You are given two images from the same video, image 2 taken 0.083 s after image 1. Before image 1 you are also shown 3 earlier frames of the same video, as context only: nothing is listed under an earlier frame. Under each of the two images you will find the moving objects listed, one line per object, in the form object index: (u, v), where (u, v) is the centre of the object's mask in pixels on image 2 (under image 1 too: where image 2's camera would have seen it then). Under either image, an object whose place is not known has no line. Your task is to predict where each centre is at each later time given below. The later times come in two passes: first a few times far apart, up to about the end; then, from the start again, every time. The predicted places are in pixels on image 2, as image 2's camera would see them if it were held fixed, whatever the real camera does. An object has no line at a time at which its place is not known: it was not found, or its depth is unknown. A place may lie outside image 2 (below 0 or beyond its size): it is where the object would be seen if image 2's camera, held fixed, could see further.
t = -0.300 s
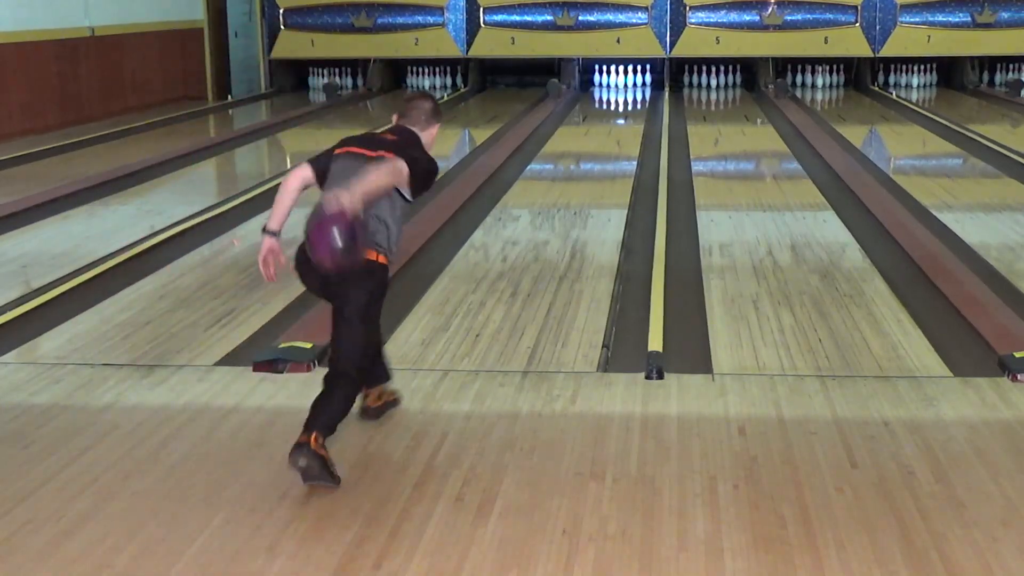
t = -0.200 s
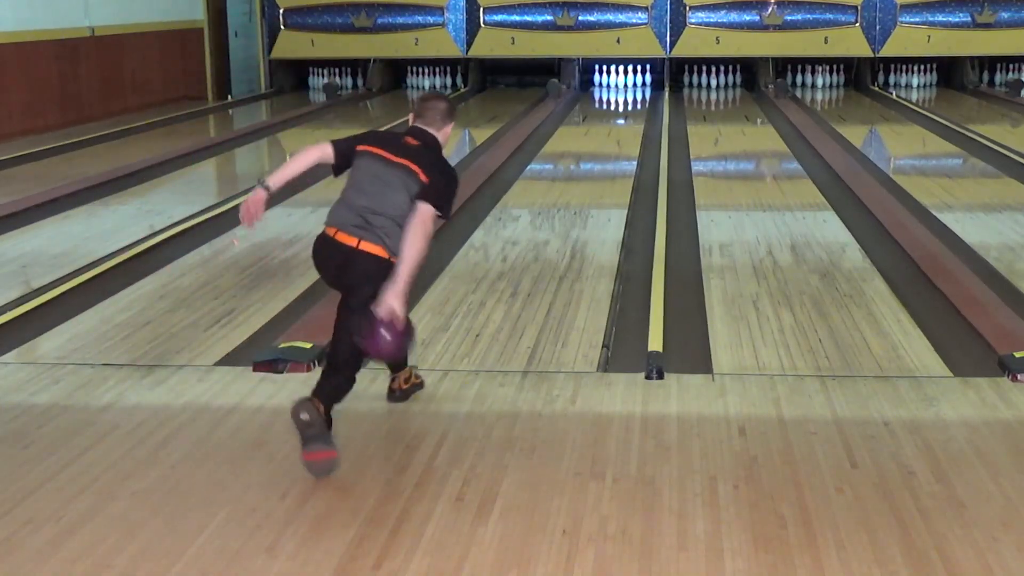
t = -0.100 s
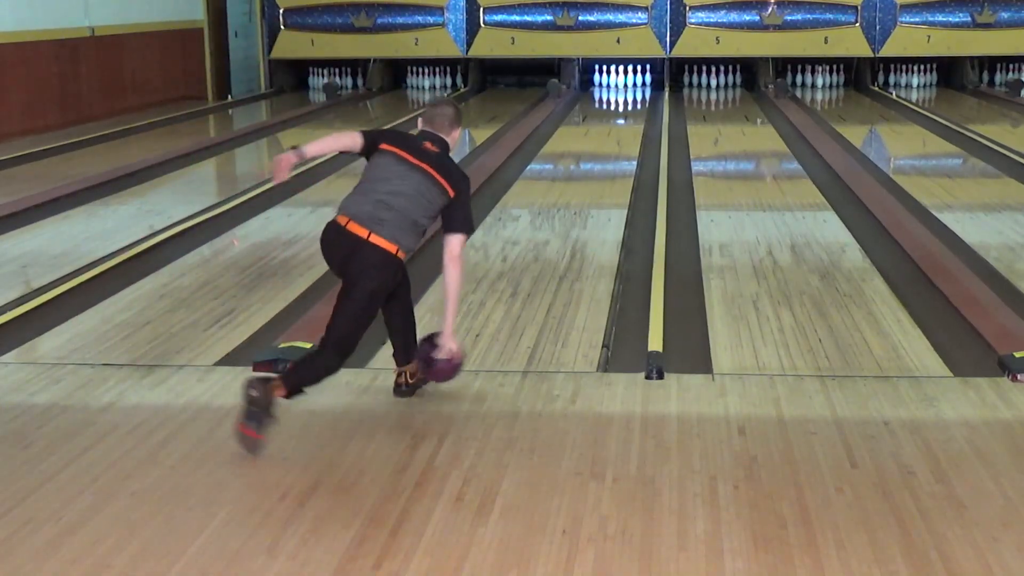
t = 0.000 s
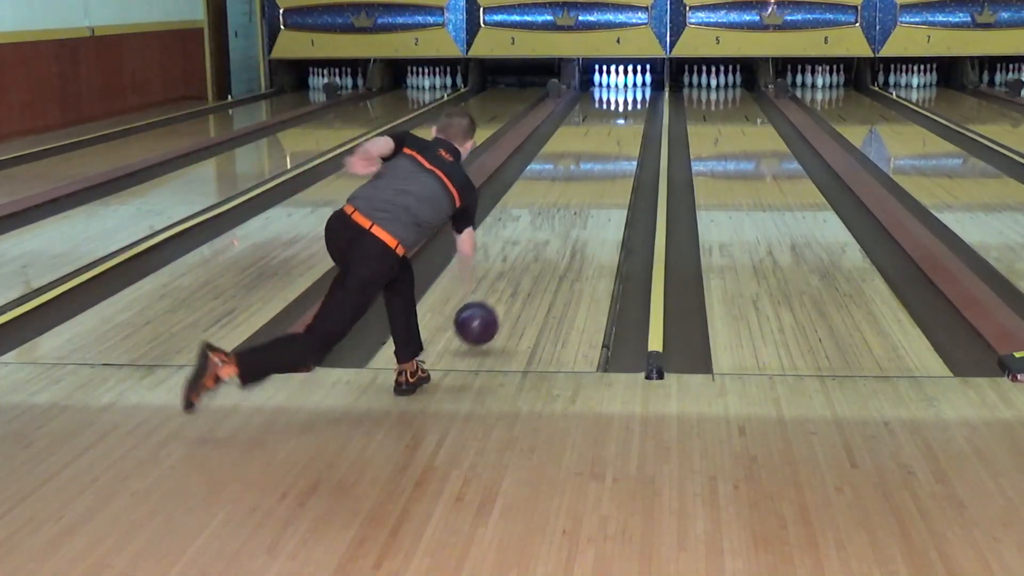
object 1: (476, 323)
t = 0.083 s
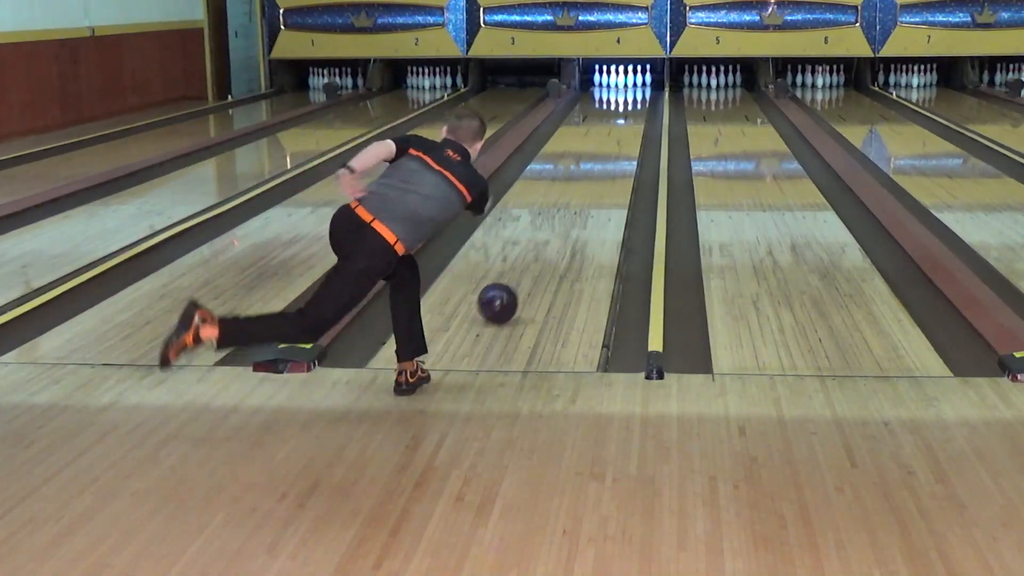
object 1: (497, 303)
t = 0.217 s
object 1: (525, 265)
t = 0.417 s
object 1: (556, 223)
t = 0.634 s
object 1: (581, 192)
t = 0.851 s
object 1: (596, 166)
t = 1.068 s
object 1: (609, 146)
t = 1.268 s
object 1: (618, 132)
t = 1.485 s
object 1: (626, 119)
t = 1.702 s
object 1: (631, 108)
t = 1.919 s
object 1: (635, 100)
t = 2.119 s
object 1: (634, 93)
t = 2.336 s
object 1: (630, 88)
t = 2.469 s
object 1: (626, 84)
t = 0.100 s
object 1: (501, 297)
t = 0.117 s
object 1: (505, 292)
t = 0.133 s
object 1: (509, 288)
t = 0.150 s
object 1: (512, 283)
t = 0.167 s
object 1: (516, 278)
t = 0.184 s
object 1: (519, 274)
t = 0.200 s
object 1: (522, 269)
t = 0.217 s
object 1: (525, 265)
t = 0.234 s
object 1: (528, 261)
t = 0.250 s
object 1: (531, 257)
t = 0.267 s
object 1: (534, 253)
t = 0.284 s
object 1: (536, 249)
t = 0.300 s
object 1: (539, 246)
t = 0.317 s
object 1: (542, 242)
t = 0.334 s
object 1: (544, 239)
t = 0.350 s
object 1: (546, 235)
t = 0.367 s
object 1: (549, 232)
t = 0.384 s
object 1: (551, 229)
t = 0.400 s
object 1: (553, 226)
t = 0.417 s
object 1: (556, 223)
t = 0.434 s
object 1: (558, 220)
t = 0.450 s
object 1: (560, 217)
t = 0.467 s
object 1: (562, 214)
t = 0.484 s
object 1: (564, 211)
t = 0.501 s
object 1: (565, 209)
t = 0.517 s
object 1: (567, 206)
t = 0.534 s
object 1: (569, 204)
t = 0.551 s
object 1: (571, 201)
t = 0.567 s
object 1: (572, 199)
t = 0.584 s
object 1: (574, 197)
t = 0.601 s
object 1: (576, 194)
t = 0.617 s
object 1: (578, 192)
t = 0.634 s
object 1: (581, 192)
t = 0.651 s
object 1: (583, 189)
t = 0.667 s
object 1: (583, 186)
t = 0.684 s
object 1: (583, 184)
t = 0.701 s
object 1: (585, 182)
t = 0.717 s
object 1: (586, 180)
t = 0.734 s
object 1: (588, 178)
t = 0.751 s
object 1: (589, 176)
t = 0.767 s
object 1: (590, 174)
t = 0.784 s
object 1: (591, 172)
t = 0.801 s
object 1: (593, 171)
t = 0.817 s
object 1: (594, 169)
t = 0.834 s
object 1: (595, 167)
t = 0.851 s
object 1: (596, 166)
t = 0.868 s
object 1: (597, 164)
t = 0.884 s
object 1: (598, 162)
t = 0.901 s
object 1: (599, 161)
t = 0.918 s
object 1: (600, 159)
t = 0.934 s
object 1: (601, 158)
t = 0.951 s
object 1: (602, 156)
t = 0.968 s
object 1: (603, 155)
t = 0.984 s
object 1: (604, 153)
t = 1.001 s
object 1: (605, 152)
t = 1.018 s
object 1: (606, 150)
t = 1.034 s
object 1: (607, 149)
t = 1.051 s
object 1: (608, 148)
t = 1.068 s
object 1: (609, 146)
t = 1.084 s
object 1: (610, 145)
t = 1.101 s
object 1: (611, 144)
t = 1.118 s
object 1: (612, 143)
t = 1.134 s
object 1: (612, 141)
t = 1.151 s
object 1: (613, 140)
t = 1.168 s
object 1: (614, 139)
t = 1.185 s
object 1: (615, 138)
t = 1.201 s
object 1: (615, 136)
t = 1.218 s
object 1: (616, 135)
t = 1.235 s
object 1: (617, 134)
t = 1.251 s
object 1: (618, 133)
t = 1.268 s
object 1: (618, 132)
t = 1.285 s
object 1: (619, 131)
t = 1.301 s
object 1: (619, 130)
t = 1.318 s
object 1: (620, 129)
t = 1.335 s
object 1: (621, 128)
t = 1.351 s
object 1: (621, 127)
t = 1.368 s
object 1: (622, 126)
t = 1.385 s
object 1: (623, 125)
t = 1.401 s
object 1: (623, 124)
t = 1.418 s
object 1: (624, 123)
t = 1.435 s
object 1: (624, 122)
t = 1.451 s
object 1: (625, 121)
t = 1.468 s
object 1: (625, 120)
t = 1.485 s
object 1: (626, 119)
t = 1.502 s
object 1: (626, 119)
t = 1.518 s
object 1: (627, 118)
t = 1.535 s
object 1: (627, 117)
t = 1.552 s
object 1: (628, 116)
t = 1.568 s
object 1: (628, 115)
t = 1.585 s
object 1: (629, 114)
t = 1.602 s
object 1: (629, 114)
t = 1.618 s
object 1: (629, 113)
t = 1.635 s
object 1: (630, 112)
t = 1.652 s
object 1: (630, 111)
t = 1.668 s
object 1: (630, 110)
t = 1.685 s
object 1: (631, 109)
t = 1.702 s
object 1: (631, 108)
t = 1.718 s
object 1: (631, 108)
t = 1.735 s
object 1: (632, 107)
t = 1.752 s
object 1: (632, 107)
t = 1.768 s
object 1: (633, 106)
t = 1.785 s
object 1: (633, 105)
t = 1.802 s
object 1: (633, 104)
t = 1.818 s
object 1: (634, 104)
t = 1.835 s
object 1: (634, 103)
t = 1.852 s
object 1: (634, 102)
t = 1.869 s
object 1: (634, 102)
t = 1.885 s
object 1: (634, 101)
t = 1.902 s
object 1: (635, 100)
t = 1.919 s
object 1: (635, 100)
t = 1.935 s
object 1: (635, 99)
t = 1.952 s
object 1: (635, 99)
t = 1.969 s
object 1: (635, 98)
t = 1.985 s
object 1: (635, 98)
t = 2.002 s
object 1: (635, 97)
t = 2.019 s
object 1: (635, 97)
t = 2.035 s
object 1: (635, 96)
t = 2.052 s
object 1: (635, 96)
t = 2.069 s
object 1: (634, 95)
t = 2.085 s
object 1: (634, 94)
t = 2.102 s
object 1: (634, 94)
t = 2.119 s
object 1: (634, 93)
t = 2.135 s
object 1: (634, 93)
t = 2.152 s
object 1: (634, 92)
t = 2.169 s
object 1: (633, 92)
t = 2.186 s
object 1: (633, 92)
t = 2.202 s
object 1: (633, 91)
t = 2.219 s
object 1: (632, 91)
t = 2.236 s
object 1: (632, 90)
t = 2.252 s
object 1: (632, 90)
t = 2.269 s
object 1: (631, 89)
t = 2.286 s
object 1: (631, 89)
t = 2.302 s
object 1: (630, 88)
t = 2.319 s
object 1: (630, 88)
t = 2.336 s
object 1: (630, 88)
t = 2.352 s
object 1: (629, 87)
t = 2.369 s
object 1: (629, 87)
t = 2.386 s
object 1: (628, 87)
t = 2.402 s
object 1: (628, 86)
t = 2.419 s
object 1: (628, 86)
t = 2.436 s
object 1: (628, 85)
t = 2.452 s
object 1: (627, 85)
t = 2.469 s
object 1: (626, 84)
